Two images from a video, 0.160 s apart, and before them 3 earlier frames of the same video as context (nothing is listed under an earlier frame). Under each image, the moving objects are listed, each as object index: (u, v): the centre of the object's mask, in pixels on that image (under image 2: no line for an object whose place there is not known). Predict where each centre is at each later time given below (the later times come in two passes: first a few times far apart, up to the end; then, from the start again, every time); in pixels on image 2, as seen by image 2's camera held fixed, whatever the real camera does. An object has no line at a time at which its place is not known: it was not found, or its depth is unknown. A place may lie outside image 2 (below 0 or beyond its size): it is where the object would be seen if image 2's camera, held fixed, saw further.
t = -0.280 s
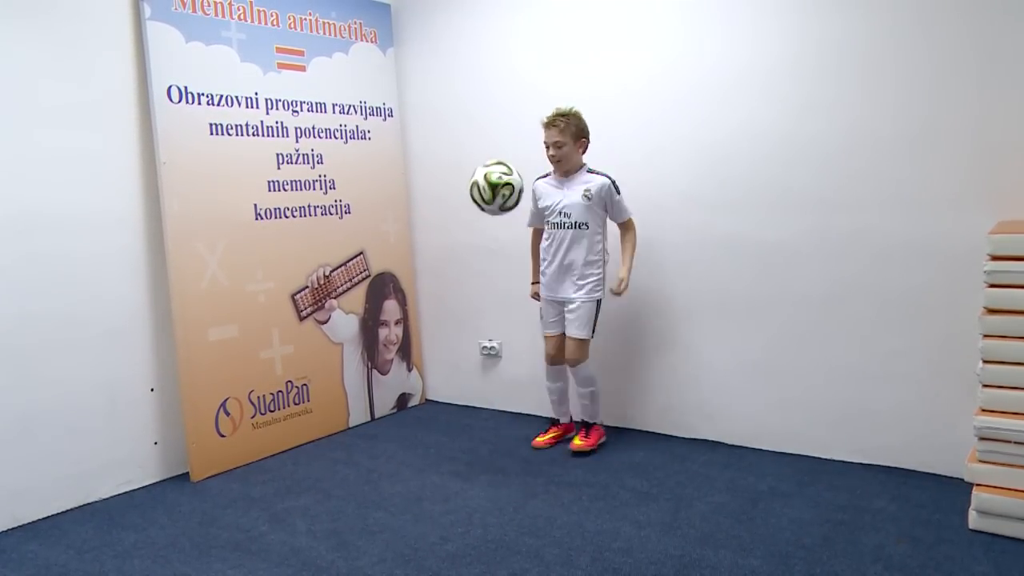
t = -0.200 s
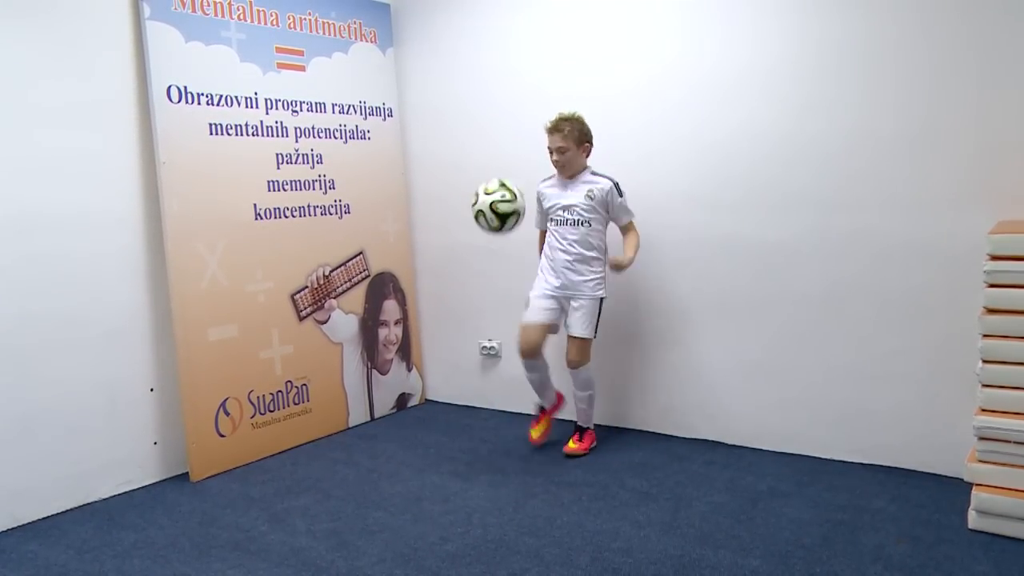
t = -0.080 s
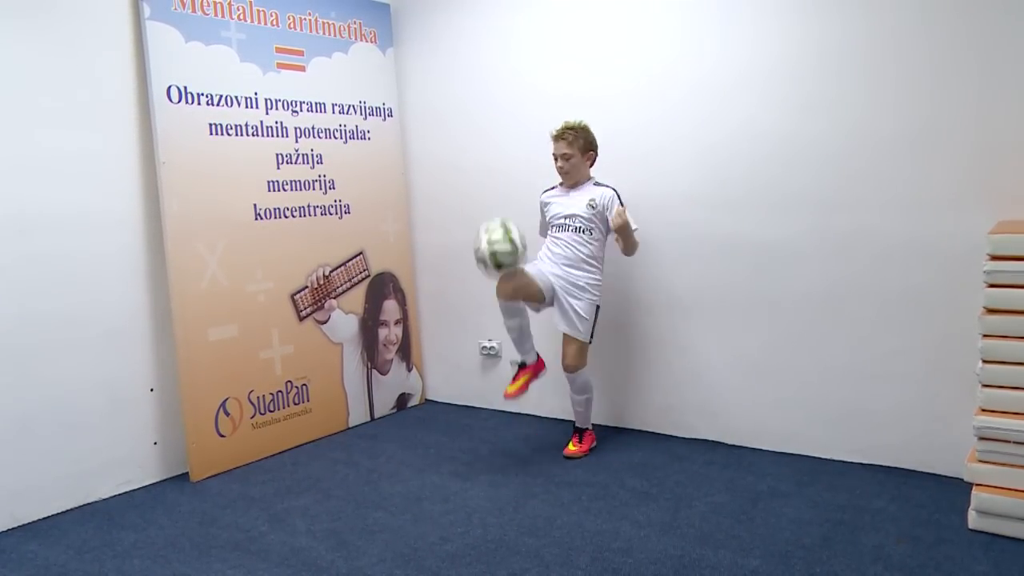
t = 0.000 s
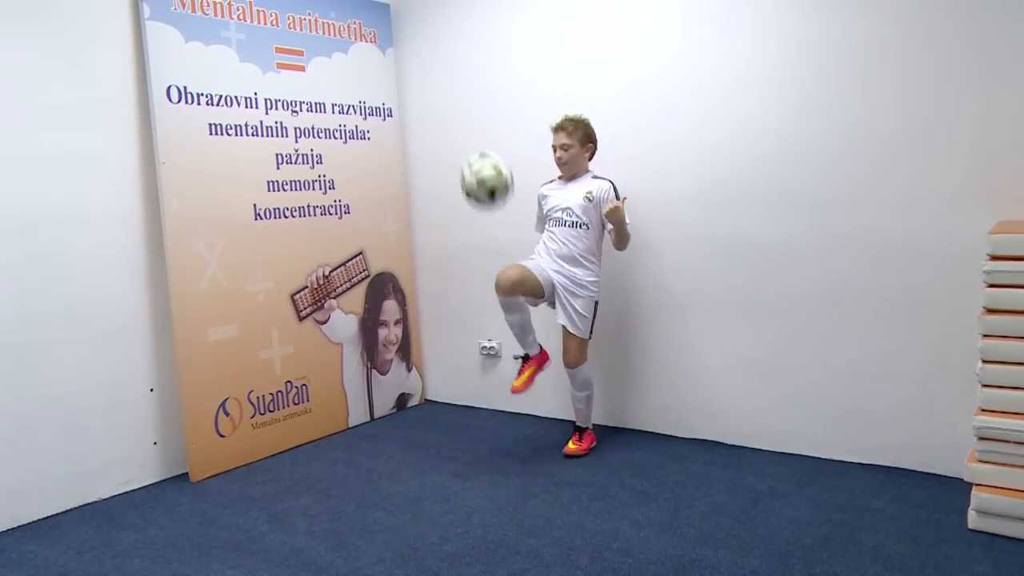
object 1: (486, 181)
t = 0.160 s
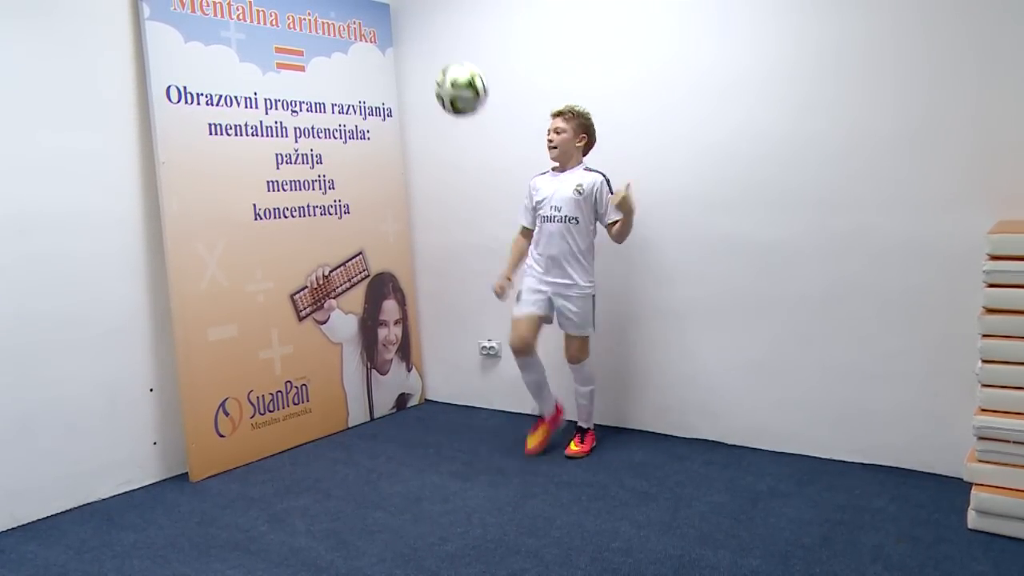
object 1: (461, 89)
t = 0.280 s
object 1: (443, 61)
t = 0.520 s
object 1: (410, 104)
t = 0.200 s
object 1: (455, 76)
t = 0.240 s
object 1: (449, 66)
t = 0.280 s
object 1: (443, 61)
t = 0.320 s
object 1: (437, 58)
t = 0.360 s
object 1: (432, 60)
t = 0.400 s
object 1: (426, 65)
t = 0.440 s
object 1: (421, 74)
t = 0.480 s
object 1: (415, 87)
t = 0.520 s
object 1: (410, 104)
